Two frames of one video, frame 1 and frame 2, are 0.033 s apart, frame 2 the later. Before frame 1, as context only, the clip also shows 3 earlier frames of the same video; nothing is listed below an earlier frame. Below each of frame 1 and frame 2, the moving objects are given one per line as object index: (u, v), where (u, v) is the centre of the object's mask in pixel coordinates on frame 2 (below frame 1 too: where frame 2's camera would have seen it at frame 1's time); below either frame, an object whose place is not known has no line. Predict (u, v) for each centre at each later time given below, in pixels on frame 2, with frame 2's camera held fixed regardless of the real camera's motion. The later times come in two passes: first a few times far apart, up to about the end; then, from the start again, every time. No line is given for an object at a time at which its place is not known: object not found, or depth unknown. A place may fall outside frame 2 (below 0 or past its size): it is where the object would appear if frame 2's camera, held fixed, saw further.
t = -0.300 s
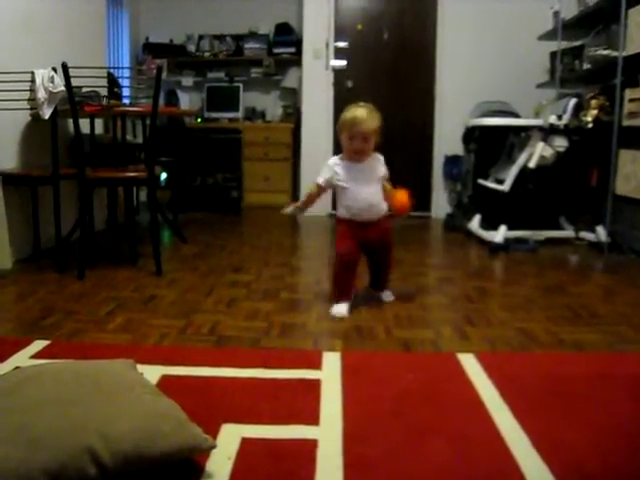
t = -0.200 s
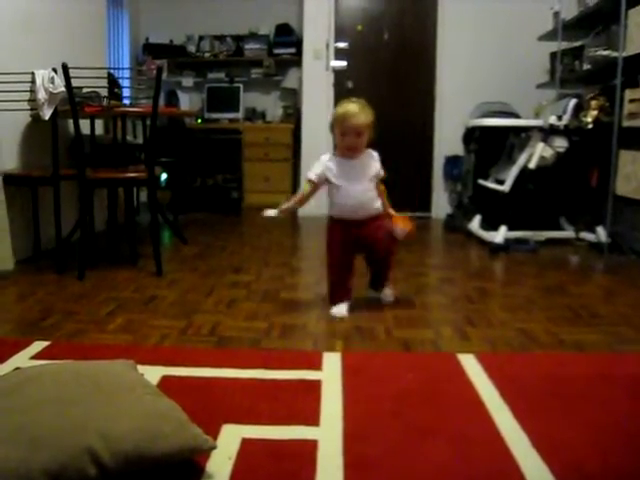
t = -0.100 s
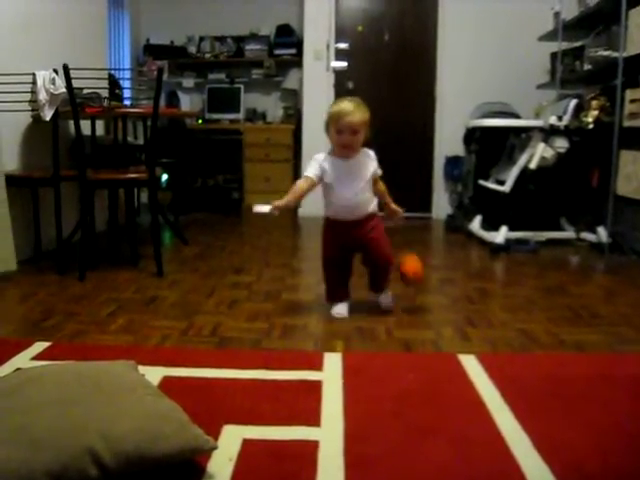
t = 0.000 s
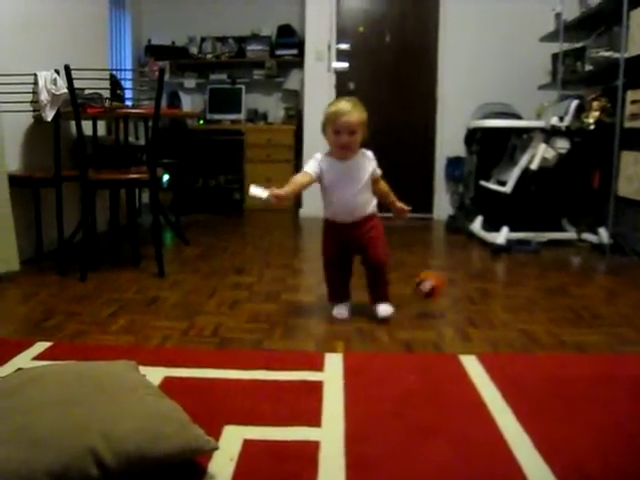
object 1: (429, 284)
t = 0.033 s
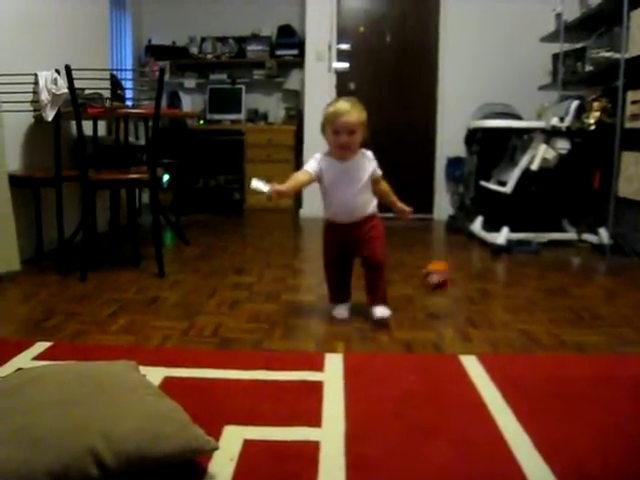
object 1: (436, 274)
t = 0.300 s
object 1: (496, 309)
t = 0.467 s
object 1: (529, 298)
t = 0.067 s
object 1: (445, 270)
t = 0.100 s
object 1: (452, 267)
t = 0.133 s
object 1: (461, 267)
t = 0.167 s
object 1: (466, 270)
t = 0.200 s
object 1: (471, 275)
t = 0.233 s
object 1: (478, 284)
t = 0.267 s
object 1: (486, 294)
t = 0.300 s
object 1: (496, 309)
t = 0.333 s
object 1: (505, 307)
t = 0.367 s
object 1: (512, 301)
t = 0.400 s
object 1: (518, 297)
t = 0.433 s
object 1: (524, 296)
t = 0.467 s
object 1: (529, 298)
